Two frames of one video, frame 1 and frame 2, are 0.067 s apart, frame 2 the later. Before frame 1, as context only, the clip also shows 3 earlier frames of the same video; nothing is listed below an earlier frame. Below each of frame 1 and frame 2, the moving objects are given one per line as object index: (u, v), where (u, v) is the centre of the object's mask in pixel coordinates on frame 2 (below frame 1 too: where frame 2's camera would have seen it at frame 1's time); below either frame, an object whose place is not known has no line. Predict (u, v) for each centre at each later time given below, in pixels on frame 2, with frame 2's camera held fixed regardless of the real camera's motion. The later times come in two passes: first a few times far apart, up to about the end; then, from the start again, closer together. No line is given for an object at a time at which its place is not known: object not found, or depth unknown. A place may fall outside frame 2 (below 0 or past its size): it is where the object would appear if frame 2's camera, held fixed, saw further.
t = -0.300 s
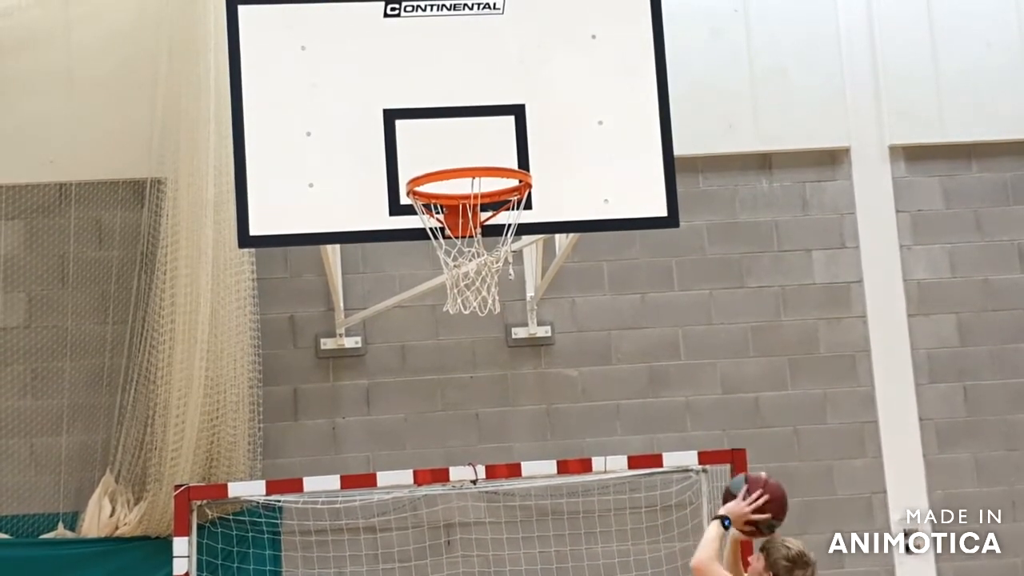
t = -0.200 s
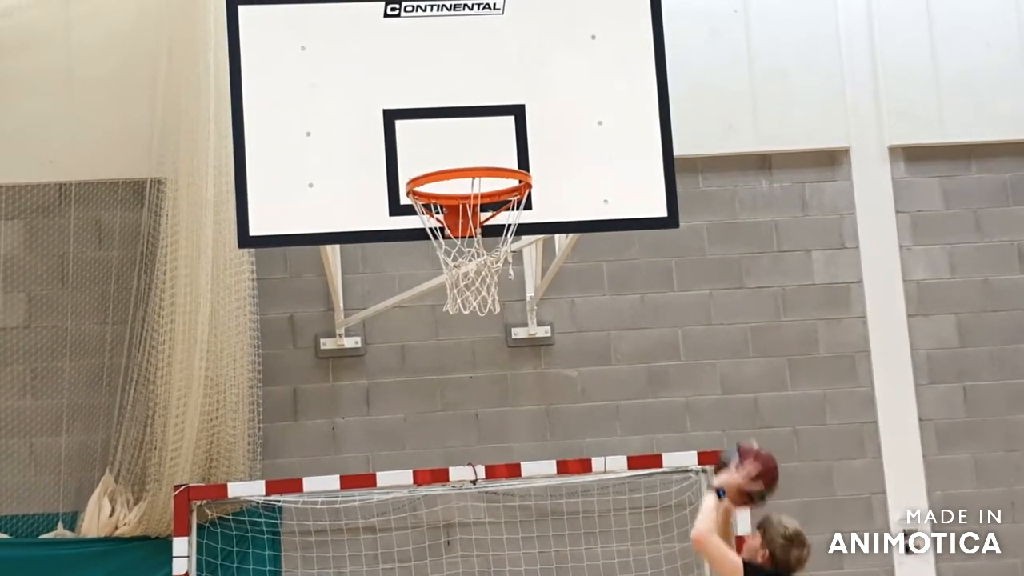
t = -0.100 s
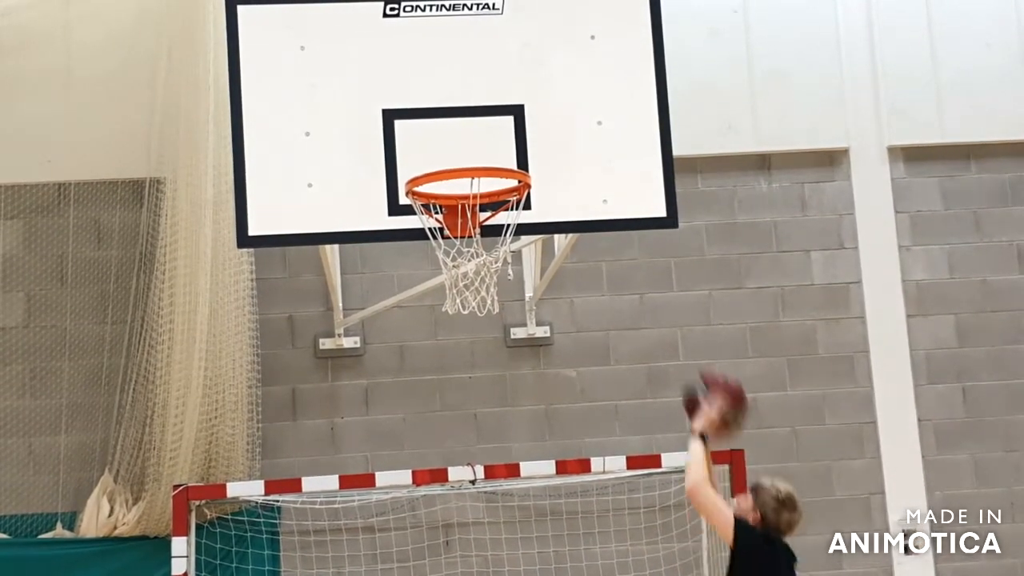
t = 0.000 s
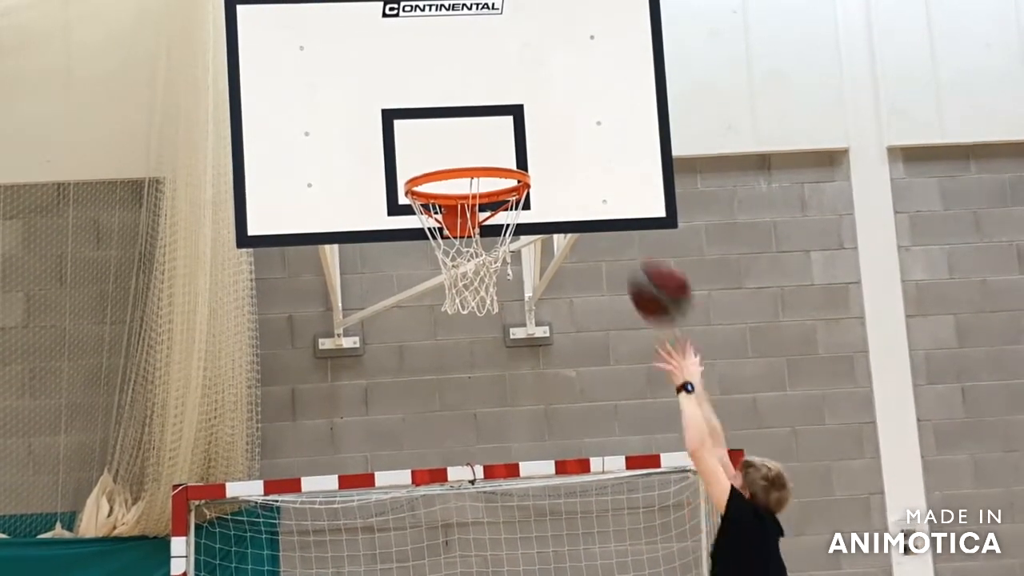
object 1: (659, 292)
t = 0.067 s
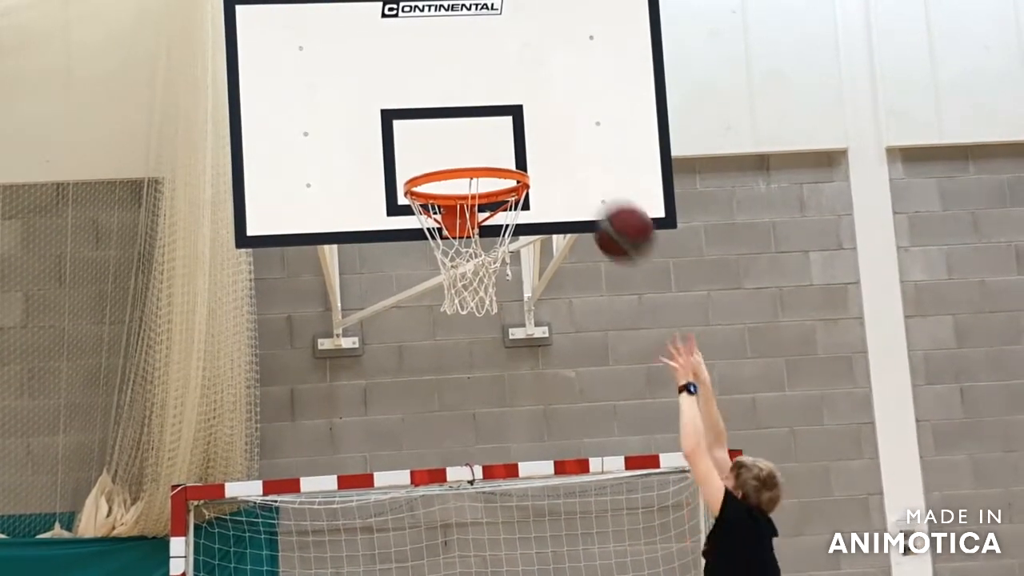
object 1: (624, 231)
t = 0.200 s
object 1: (559, 150)
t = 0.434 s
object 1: (501, 118)
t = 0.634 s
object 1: (464, 201)
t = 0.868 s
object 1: (456, 350)
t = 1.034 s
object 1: (458, 523)
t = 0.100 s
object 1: (606, 207)
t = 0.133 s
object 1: (590, 184)
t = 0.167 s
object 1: (574, 165)
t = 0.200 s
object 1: (559, 150)
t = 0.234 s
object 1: (544, 137)
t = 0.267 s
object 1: (536, 127)
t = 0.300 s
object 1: (529, 121)
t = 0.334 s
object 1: (522, 116)
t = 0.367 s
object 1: (515, 114)
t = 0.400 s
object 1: (508, 115)
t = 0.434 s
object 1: (501, 118)
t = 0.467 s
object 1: (494, 125)
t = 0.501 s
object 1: (488, 133)
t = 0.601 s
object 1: (467, 178)
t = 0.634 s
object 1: (464, 201)
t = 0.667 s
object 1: (463, 216)
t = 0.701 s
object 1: (460, 236)
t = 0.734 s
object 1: (458, 261)
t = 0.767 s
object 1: (457, 281)
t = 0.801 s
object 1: (458, 306)
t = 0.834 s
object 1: (456, 322)
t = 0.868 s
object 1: (456, 350)
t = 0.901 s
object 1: (456, 377)
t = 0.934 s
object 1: (456, 409)
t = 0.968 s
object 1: (456, 441)
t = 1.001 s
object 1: (457, 479)
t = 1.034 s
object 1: (458, 523)
